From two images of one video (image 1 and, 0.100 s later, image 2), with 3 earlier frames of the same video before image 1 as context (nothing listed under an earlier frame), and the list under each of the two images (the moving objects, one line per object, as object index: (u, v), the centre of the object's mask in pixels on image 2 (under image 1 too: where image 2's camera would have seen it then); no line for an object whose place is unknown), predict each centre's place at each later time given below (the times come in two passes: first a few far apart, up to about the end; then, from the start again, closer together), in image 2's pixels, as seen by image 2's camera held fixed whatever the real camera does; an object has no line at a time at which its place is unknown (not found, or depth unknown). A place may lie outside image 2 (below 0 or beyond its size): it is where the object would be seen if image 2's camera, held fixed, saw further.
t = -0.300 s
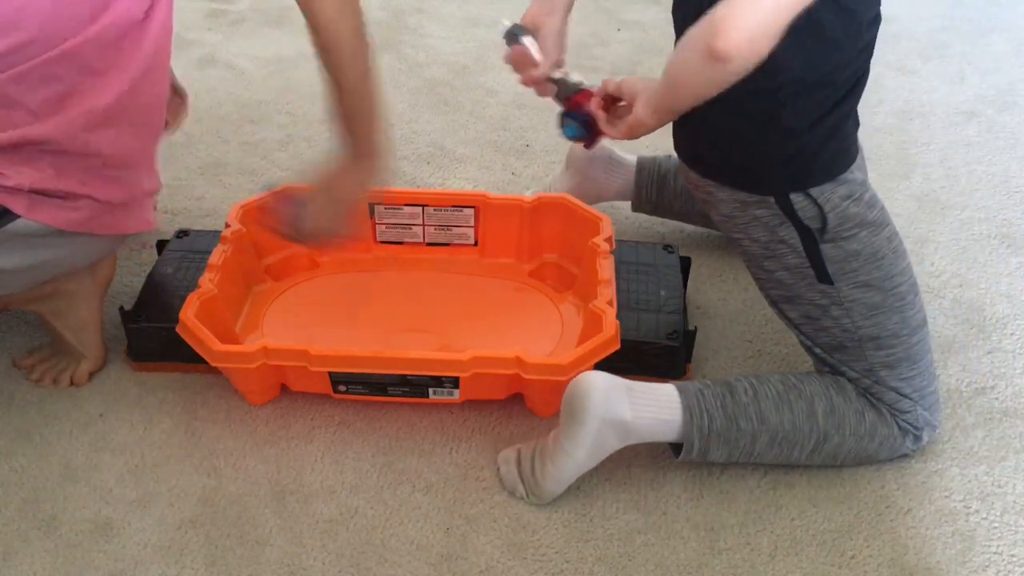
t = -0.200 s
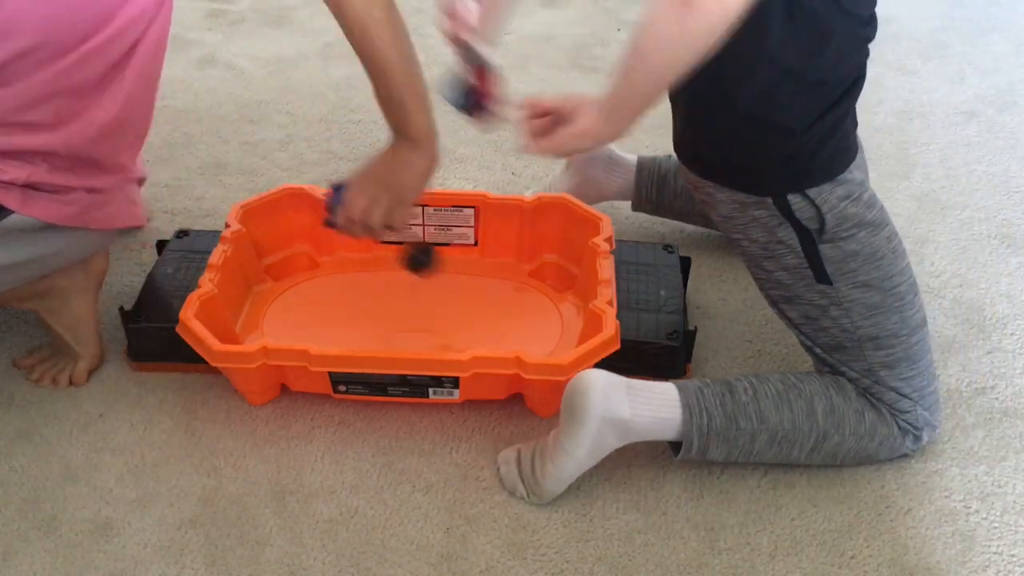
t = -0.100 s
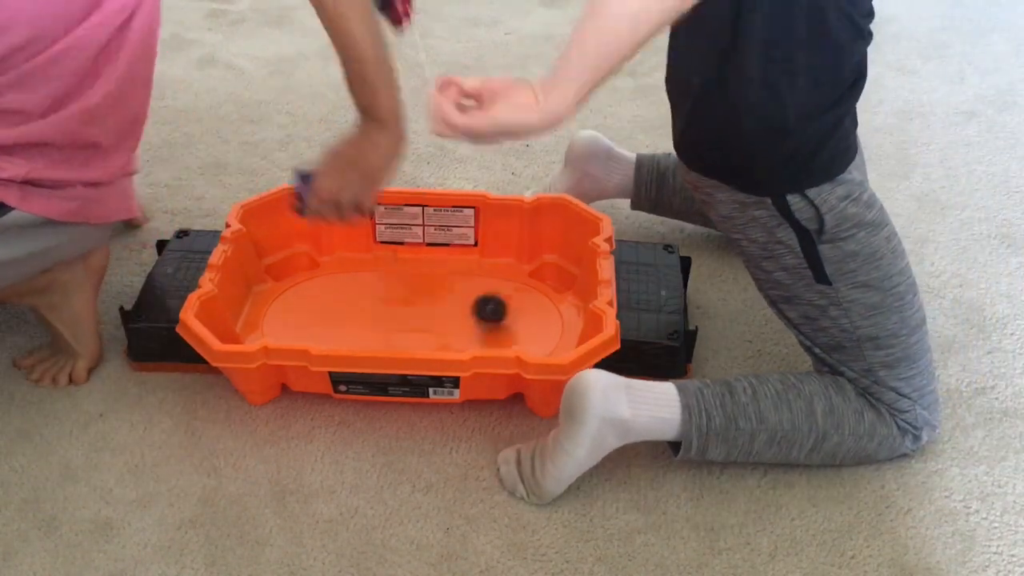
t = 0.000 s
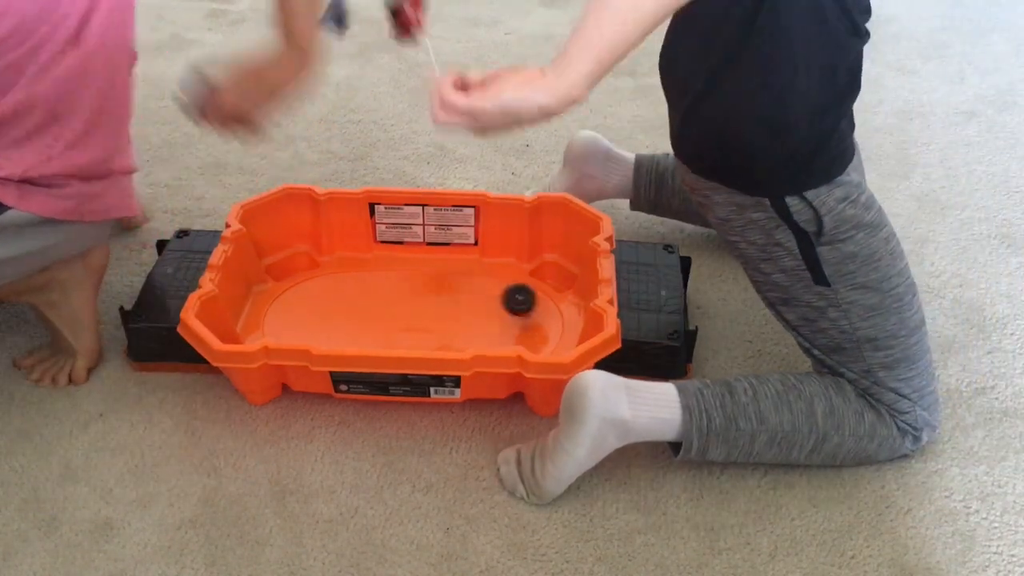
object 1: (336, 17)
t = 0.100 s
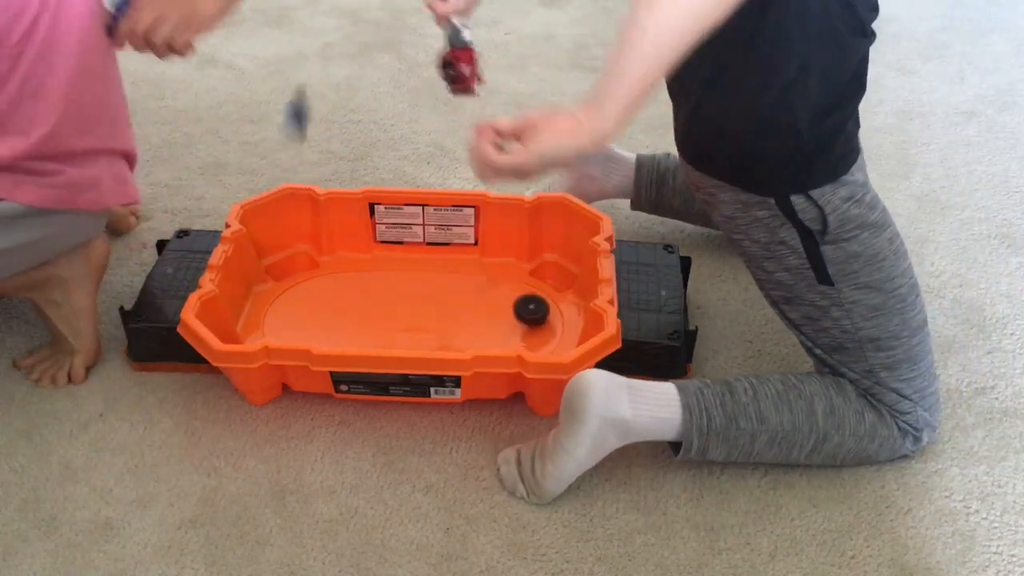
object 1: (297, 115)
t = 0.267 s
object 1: (271, 288)
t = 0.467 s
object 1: (326, 330)
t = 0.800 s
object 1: (360, 317)
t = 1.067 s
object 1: (342, 288)
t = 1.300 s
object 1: (318, 326)
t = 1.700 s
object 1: (371, 346)
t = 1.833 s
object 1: (391, 342)
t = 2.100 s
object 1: (391, 340)
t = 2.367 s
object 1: (388, 335)
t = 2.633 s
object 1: (375, 336)
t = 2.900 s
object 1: (373, 337)
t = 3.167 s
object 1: (369, 323)
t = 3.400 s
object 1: (371, 319)
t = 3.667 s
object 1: (383, 315)
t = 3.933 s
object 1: (391, 316)
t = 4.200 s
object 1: (392, 322)
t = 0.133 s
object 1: (287, 160)
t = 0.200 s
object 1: (267, 280)
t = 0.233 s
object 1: (267, 303)
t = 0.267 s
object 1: (271, 288)
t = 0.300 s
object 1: (278, 279)
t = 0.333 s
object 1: (285, 276)
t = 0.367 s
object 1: (294, 279)
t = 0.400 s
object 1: (304, 290)
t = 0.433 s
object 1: (315, 307)
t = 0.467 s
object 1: (326, 330)
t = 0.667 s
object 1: (355, 346)
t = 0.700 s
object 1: (357, 344)
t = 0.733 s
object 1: (359, 335)
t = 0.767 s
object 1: (359, 323)
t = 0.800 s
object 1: (360, 317)
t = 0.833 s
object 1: (359, 302)
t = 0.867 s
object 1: (359, 290)
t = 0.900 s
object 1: (357, 285)
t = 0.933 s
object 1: (354, 280)
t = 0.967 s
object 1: (352, 280)
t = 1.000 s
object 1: (349, 285)
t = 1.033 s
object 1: (345, 285)
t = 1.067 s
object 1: (342, 288)
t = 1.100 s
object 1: (339, 293)
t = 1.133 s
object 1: (335, 298)
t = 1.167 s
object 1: (332, 303)
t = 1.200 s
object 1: (328, 309)
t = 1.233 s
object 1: (325, 315)
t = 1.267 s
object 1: (321, 323)
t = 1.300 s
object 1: (318, 326)
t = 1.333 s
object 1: (317, 332)
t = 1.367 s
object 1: (318, 338)
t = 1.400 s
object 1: (314, 339)
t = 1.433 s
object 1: (313, 342)
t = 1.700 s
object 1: (371, 346)
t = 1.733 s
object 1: (378, 345)
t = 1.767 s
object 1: (387, 346)
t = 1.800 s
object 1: (390, 344)
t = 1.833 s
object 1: (391, 342)
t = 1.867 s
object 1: (394, 341)
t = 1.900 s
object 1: (395, 342)
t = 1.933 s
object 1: (395, 341)
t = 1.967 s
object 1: (392, 342)
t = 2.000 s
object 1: (390, 341)
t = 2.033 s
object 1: (389, 340)
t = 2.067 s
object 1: (390, 340)
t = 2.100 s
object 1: (391, 340)
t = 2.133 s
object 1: (393, 340)
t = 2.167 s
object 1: (394, 339)
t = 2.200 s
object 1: (395, 339)
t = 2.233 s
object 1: (394, 338)
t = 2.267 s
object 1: (394, 338)
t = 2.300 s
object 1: (392, 337)
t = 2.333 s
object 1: (390, 337)
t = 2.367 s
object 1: (388, 335)
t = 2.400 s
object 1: (385, 335)
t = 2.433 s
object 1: (383, 334)
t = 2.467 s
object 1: (380, 334)
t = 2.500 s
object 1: (378, 335)
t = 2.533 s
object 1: (377, 336)
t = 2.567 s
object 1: (376, 336)
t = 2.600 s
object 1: (376, 336)
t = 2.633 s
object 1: (375, 336)
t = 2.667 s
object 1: (376, 336)
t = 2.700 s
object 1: (376, 336)
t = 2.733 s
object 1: (377, 335)
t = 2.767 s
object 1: (377, 335)
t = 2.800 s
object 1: (376, 336)
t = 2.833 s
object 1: (375, 336)
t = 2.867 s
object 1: (374, 337)
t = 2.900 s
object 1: (373, 337)
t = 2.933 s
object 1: (373, 337)
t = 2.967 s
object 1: (374, 337)
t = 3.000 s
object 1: (374, 336)
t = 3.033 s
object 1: (373, 336)
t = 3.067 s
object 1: (372, 334)
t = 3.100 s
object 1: (371, 331)
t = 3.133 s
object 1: (369, 327)
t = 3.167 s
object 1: (369, 323)
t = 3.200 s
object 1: (370, 321)
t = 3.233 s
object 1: (371, 320)
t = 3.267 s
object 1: (372, 320)
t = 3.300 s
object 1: (371, 320)
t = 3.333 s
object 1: (371, 320)
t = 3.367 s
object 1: (371, 319)
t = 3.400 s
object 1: (371, 319)
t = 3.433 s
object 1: (372, 319)
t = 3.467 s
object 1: (373, 319)
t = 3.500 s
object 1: (374, 319)
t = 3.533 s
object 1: (376, 318)
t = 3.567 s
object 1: (379, 317)
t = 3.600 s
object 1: (380, 316)
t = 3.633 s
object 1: (382, 316)
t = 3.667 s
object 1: (383, 315)
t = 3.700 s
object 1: (385, 315)
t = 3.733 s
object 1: (387, 315)
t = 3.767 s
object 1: (388, 315)
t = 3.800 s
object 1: (389, 314)
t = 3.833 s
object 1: (390, 315)
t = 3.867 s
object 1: (391, 315)
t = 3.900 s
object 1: (390, 315)
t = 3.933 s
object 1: (391, 316)
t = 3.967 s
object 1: (391, 317)
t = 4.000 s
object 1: (391, 317)
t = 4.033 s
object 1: (392, 318)
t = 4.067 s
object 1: (393, 318)
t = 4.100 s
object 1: (393, 318)
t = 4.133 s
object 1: (392, 319)
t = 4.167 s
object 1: (392, 321)
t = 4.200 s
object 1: (392, 322)
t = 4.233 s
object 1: (392, 323)
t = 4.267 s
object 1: (392, 323)
